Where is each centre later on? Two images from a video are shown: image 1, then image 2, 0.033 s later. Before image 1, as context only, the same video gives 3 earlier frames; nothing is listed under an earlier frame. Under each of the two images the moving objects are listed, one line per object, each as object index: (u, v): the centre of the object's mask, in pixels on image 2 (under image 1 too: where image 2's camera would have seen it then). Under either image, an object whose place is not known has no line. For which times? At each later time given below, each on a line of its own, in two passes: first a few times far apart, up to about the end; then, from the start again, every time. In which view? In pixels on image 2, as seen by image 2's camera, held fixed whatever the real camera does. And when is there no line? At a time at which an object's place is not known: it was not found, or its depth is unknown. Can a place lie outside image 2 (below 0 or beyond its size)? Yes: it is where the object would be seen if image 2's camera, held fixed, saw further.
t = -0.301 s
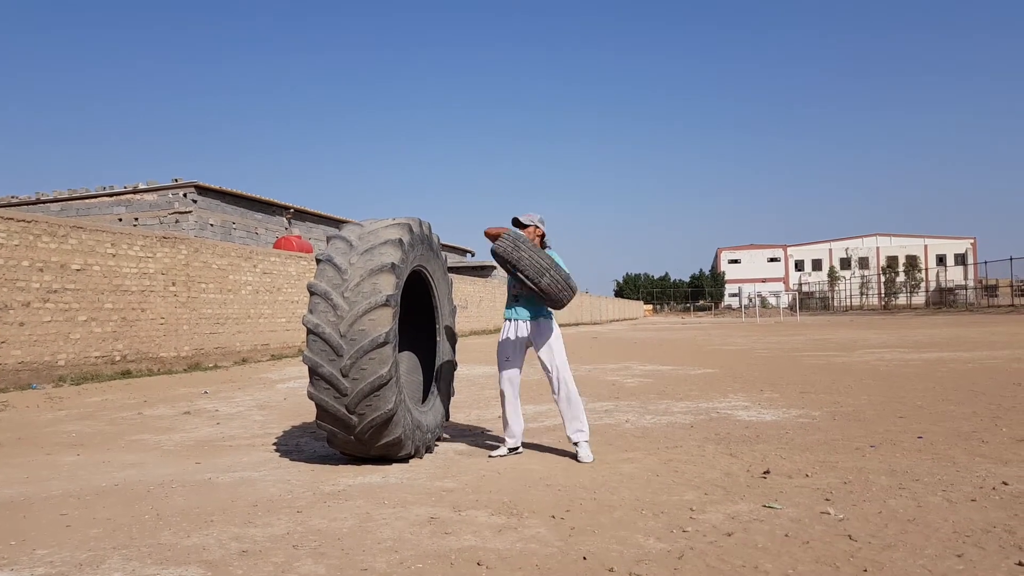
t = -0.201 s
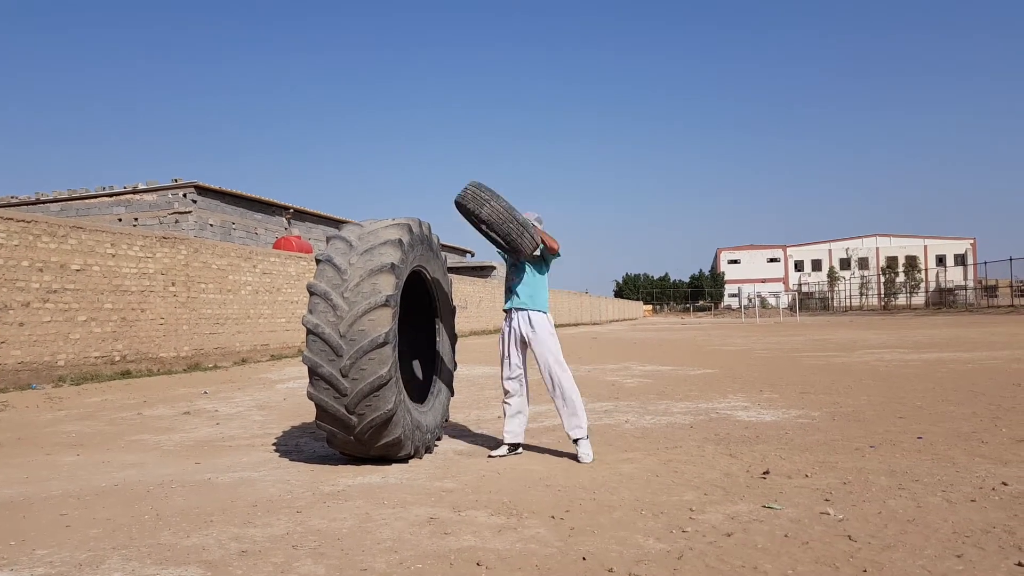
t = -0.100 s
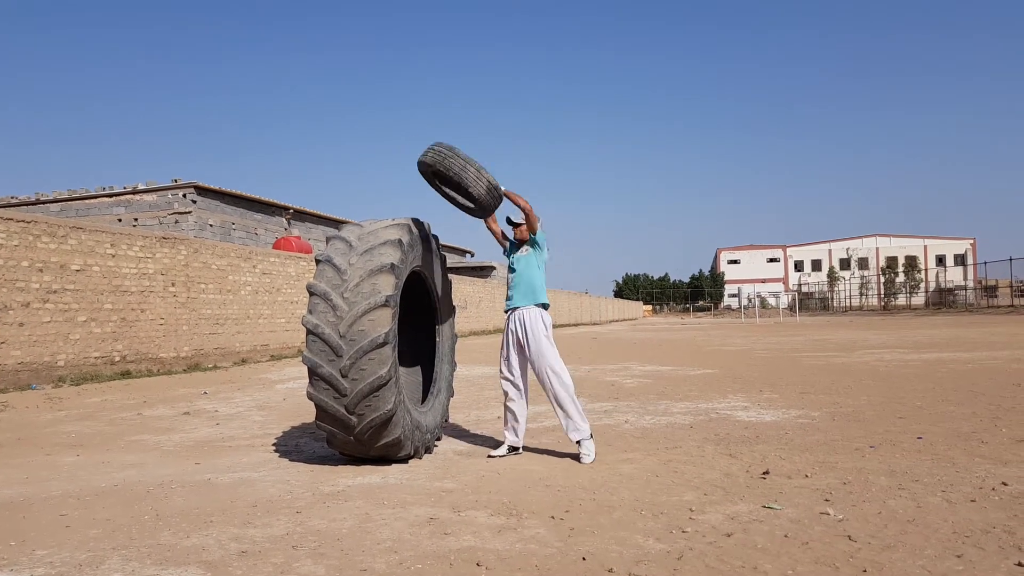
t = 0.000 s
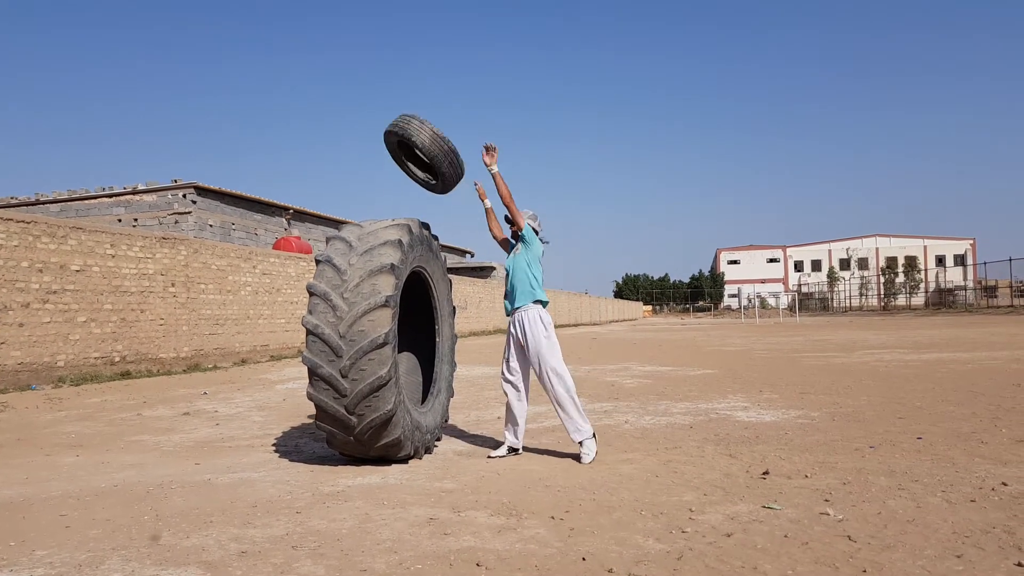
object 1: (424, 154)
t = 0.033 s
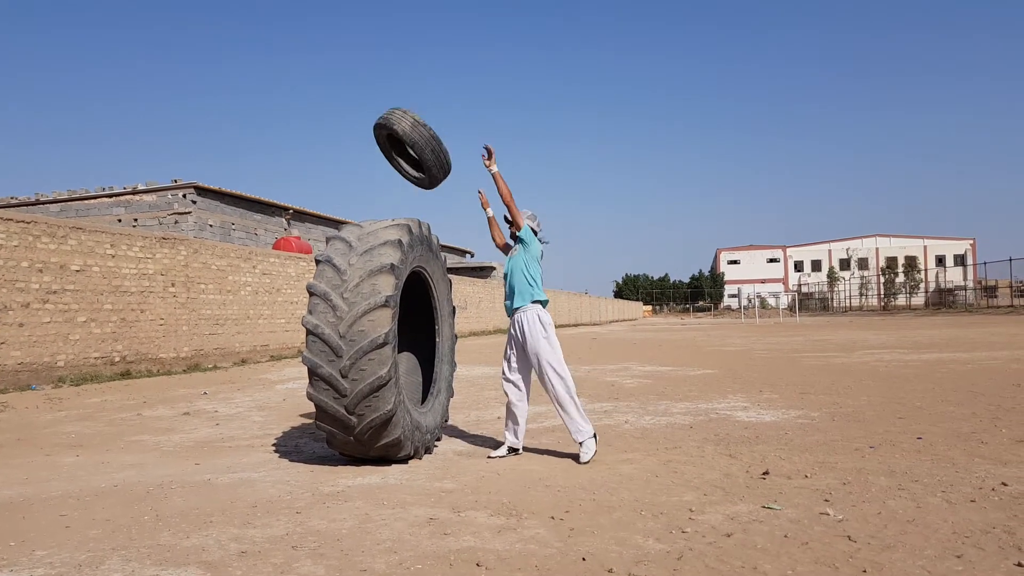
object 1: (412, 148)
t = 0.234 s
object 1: (347, 147)
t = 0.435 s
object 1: (288, 198)
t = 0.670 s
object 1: (228, 314)
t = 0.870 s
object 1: (179, 417)
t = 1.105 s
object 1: (125, 381)
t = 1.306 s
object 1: (80, 394)
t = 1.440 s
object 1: (55, 396)
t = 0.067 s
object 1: (401, 144)
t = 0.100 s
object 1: (390, 142)
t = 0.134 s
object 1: (379, 141)
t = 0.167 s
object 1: (368, 141)
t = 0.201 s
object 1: (358, 144)
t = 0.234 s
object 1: (347, 147)
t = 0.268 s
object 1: (337, 152)
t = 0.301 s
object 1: (326, 159)
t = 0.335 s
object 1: (316, 167)
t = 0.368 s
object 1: (307, 176)
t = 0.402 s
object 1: (297, 186)
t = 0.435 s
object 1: (288, 198)
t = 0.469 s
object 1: (281, 211)
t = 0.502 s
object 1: (271, 225)
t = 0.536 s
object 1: (262, 241)
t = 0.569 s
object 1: (253, 257)
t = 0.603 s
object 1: (245, 275)
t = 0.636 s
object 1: (236, 294)
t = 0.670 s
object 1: (228, 314)
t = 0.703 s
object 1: (219, 335)
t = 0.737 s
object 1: (212, 358)
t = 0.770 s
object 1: (203, 381)
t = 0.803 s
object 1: (196, 405)
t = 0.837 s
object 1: (189, 414)
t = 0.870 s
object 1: (179, 417)
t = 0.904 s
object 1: (171, 412)
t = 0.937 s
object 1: (163, 404)
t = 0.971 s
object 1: (155, 397)
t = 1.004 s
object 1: (147, 391)
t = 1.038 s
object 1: (140, 387)
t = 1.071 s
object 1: (132, 383)
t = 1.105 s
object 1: (125, 381)
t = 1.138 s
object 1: (118, 380)
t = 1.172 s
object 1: (110, 380)
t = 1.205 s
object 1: (102, 381)
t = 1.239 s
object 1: (95, 384)
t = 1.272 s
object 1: (87, 389)
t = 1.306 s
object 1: (80, 394)
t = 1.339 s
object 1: (73, 400)
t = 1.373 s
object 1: (67, 402)
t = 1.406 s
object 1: (61, 399)
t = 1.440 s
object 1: (55, 396)
